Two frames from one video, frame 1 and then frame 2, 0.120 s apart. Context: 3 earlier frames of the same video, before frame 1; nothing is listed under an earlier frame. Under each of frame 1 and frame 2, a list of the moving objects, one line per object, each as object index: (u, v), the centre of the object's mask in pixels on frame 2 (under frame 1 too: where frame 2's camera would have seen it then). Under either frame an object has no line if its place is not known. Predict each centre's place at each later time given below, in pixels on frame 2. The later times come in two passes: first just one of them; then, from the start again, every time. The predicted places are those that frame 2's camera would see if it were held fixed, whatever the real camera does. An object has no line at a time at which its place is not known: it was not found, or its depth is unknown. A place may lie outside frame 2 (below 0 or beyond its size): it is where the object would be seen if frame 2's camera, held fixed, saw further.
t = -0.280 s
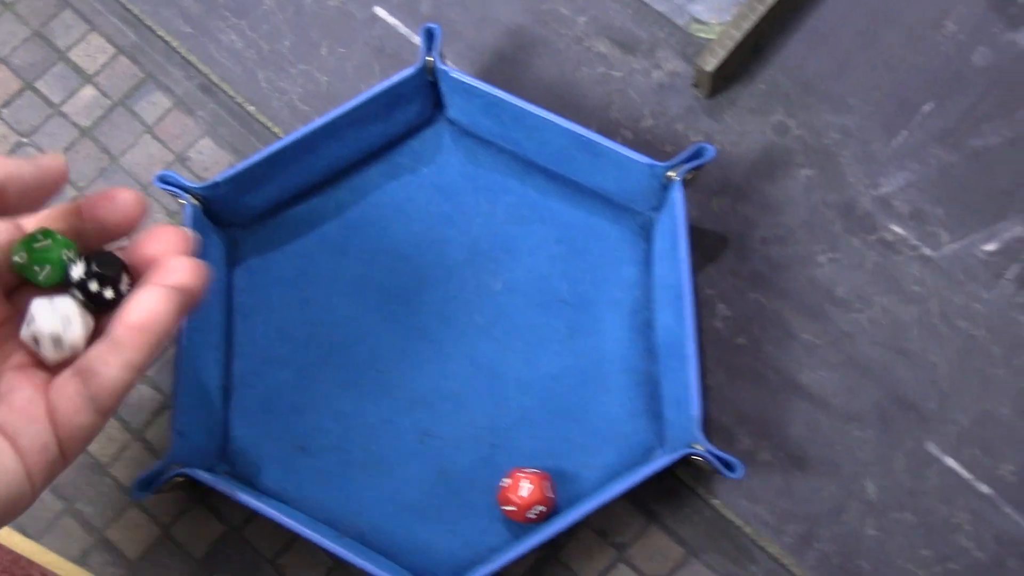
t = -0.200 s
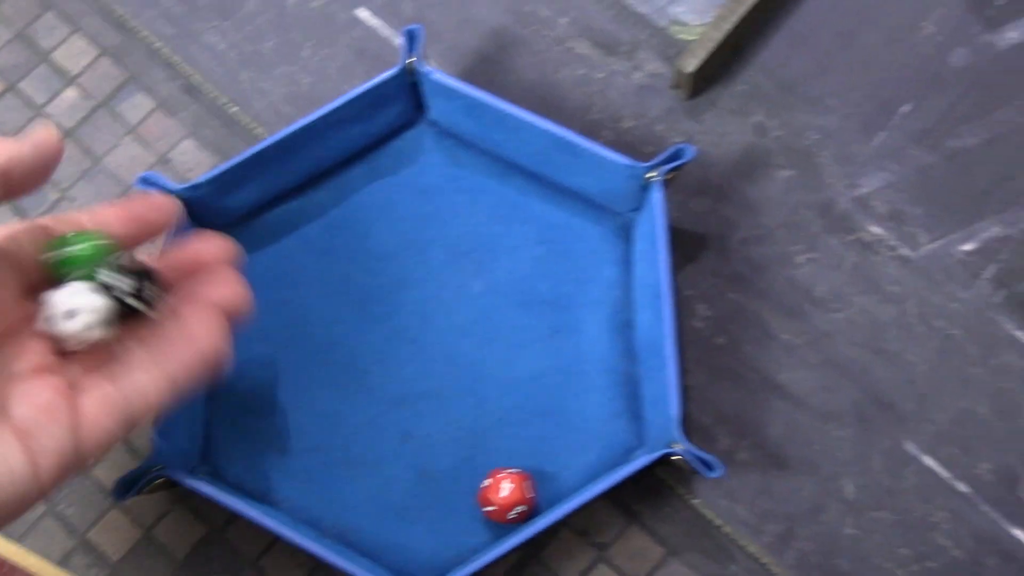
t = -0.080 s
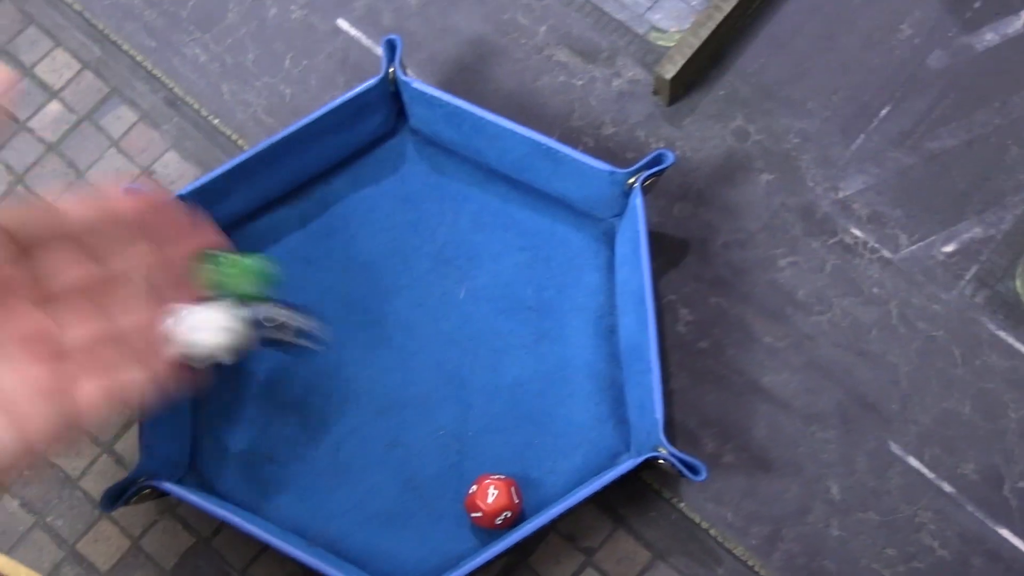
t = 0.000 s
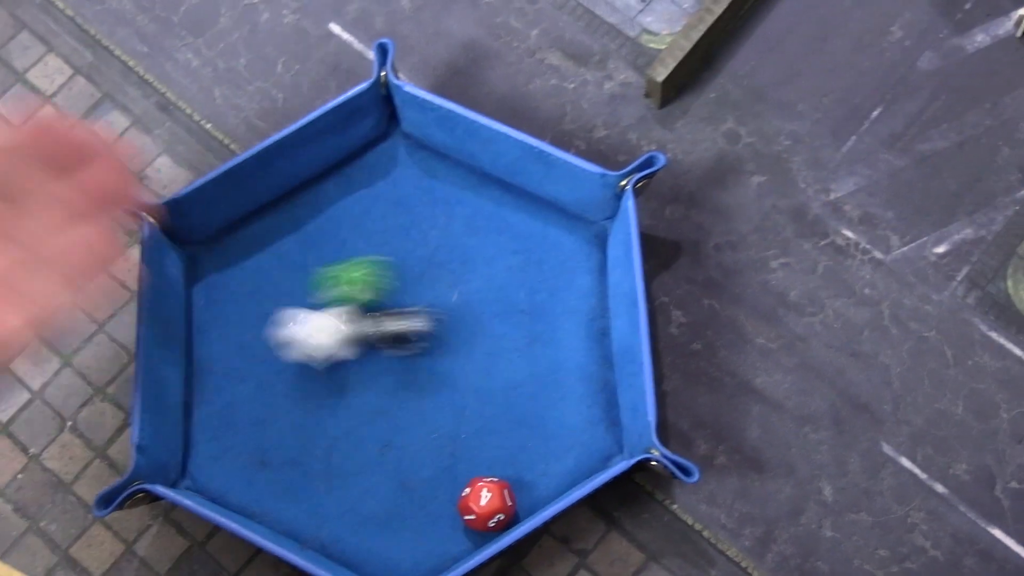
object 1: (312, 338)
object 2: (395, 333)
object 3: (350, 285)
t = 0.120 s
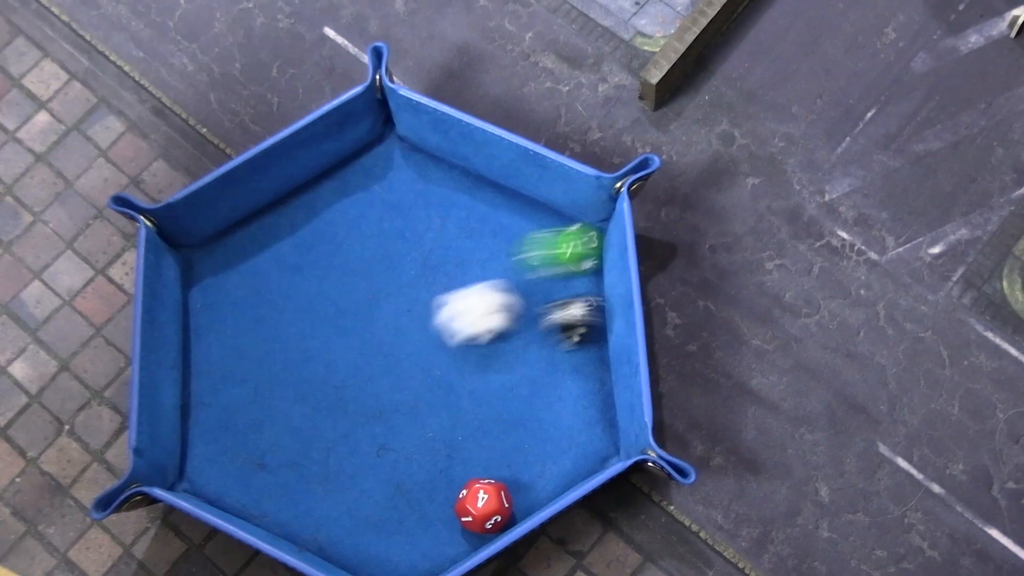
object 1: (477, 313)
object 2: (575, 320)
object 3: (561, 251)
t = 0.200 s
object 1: (531, 291)
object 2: (582, 325)
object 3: (555, 241)
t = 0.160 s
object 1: (516, 302)
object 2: (583, 316)
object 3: (573, 241)
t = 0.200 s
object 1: (531, 291)
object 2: (582, 325)
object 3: (555, 241)
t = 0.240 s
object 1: (526, 286)
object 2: (567, 340)
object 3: (545, 235)
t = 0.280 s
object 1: (516, 290)
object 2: (543, 353)
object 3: (532, 231)
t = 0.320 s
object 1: (511, 297)
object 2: (528, 361)
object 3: (518, 239)
